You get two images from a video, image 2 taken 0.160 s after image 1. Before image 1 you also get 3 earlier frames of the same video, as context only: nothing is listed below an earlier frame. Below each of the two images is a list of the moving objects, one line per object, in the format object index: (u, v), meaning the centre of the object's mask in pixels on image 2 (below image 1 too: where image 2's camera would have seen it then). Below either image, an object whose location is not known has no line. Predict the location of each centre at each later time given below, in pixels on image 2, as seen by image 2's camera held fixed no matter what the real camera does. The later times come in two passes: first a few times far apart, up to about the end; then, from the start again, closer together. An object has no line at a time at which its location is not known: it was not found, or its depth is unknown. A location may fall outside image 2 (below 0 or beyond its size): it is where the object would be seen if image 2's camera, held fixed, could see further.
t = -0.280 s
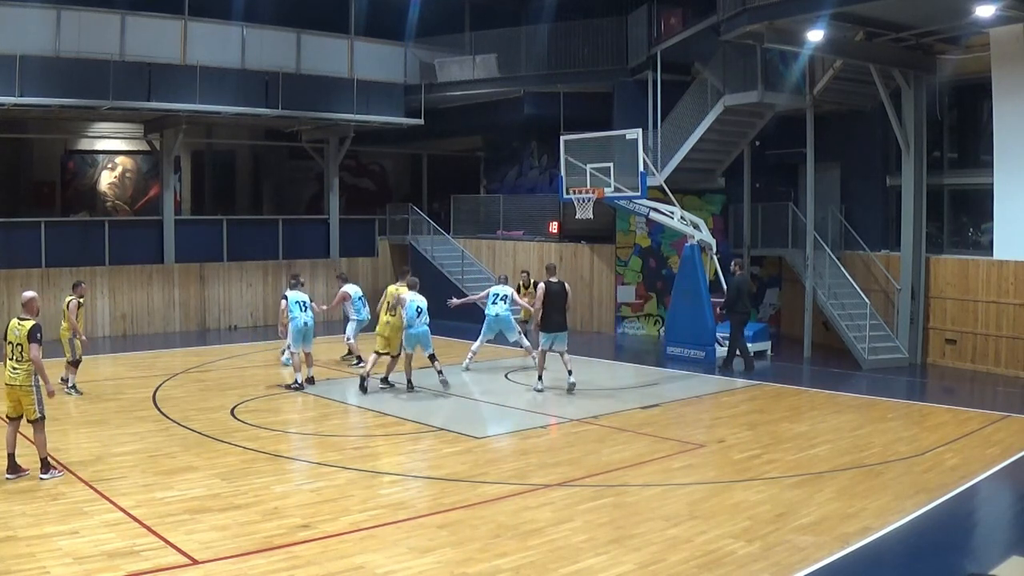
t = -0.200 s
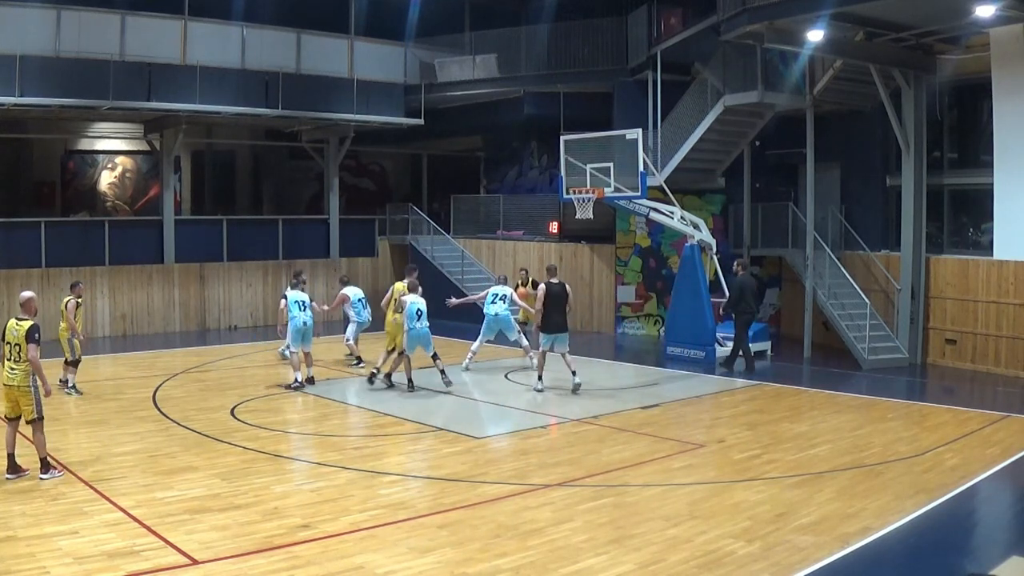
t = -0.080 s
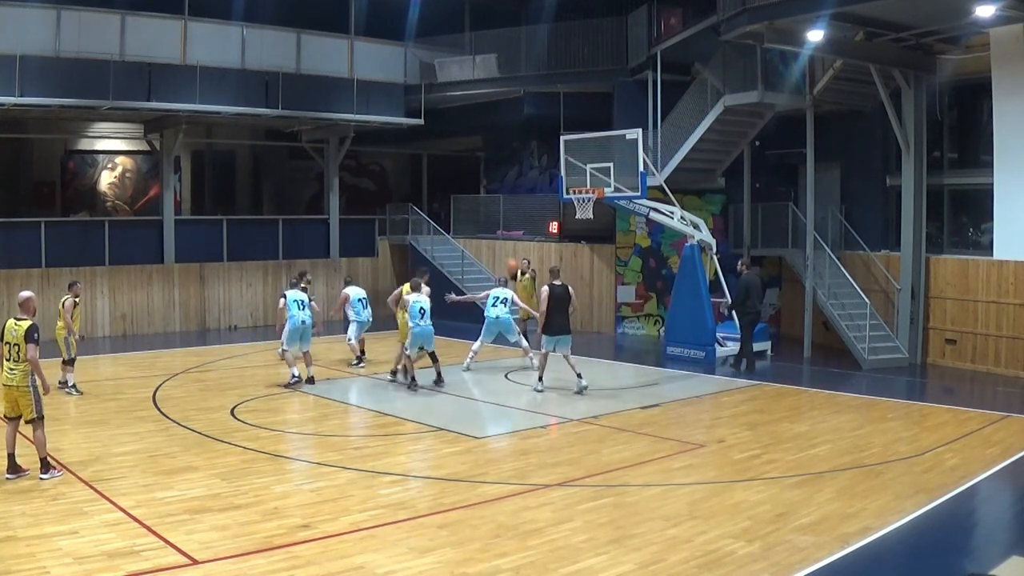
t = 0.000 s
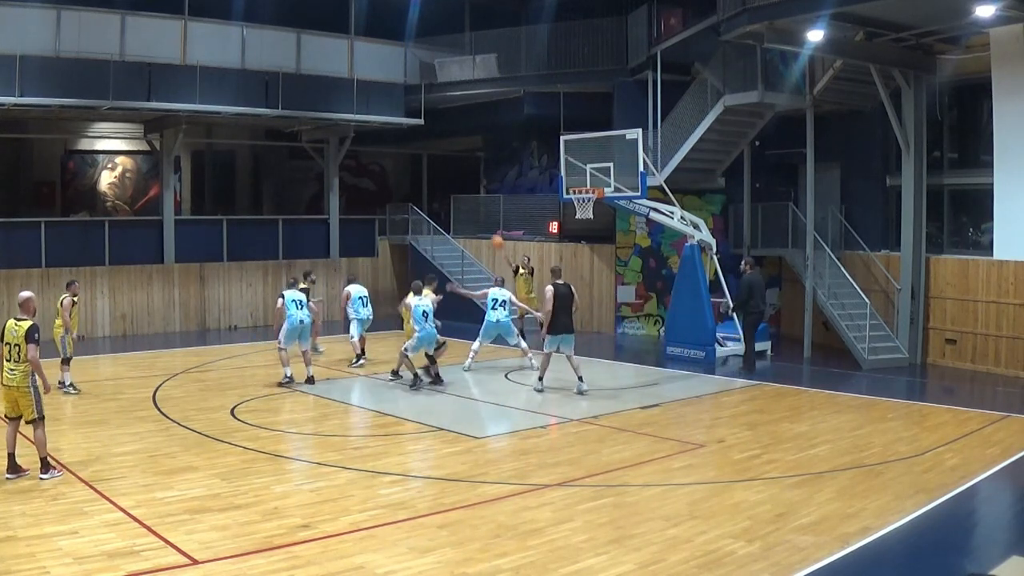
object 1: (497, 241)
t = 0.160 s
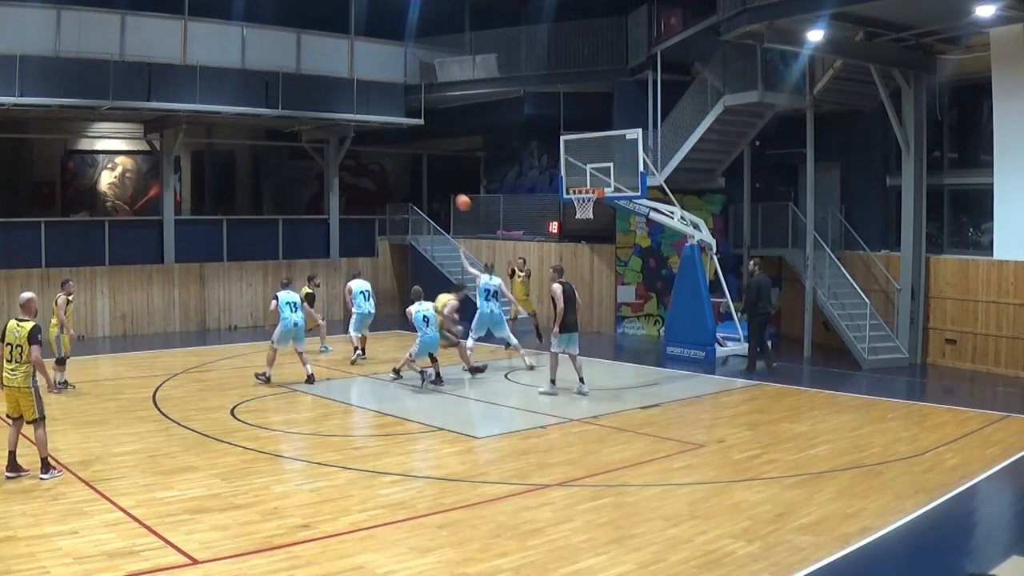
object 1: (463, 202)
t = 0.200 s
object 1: (453, 194)
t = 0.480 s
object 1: (380, 150)
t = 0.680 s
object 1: (315, 146)
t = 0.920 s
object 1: (219, 181)
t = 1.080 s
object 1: (141, 237)
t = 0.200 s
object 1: (453, 194)
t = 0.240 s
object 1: (444, 185)
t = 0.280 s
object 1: (433, 178)
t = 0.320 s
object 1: (424, 171)
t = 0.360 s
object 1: (413, 165)
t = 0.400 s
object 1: (402, 159)
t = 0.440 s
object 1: (391, 154)
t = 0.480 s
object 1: (380, 150)
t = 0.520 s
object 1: (367, 148)
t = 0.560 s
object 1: (355, 146)
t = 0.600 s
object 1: (342, 145)
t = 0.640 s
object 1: (328, 144)
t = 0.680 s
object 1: (315, 146)
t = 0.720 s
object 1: (300, 148)
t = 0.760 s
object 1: (285, 152)
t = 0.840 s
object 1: (253, 163)
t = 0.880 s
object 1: (236, 171)
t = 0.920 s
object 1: (219, 181)
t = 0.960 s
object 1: (201, 192)
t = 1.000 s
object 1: (183, 204)
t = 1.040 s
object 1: (162, 220)
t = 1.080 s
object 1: (141, 237)
